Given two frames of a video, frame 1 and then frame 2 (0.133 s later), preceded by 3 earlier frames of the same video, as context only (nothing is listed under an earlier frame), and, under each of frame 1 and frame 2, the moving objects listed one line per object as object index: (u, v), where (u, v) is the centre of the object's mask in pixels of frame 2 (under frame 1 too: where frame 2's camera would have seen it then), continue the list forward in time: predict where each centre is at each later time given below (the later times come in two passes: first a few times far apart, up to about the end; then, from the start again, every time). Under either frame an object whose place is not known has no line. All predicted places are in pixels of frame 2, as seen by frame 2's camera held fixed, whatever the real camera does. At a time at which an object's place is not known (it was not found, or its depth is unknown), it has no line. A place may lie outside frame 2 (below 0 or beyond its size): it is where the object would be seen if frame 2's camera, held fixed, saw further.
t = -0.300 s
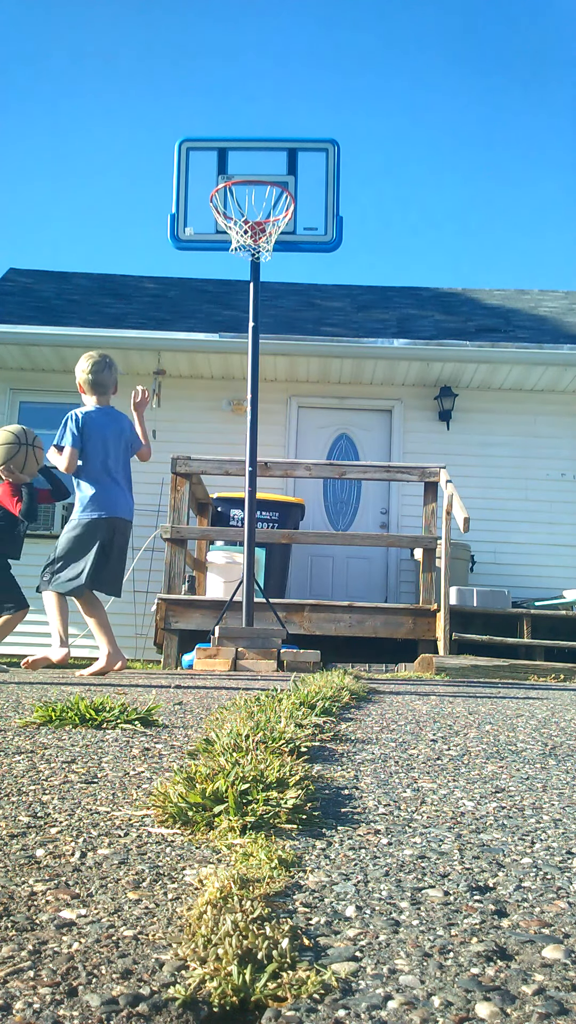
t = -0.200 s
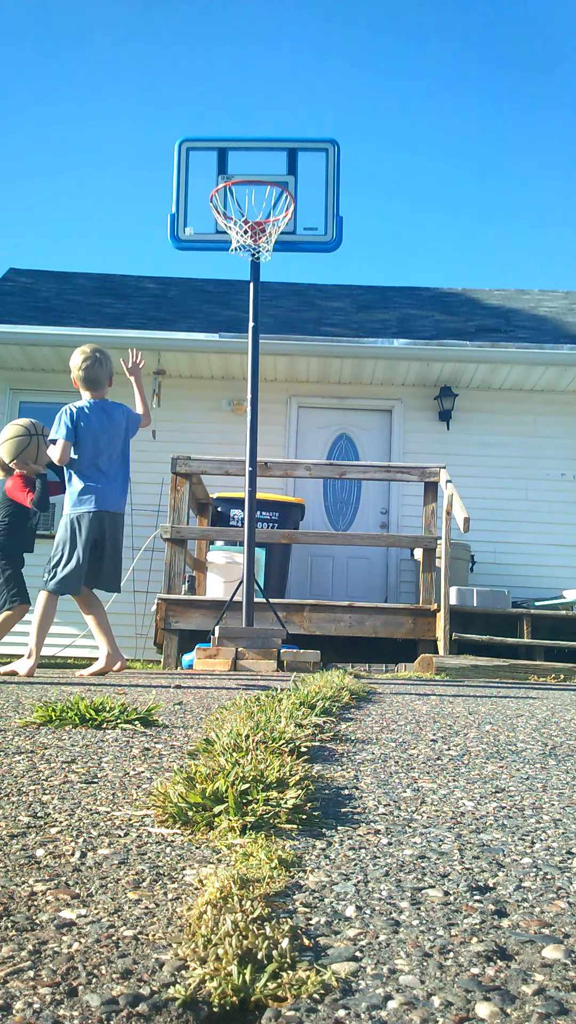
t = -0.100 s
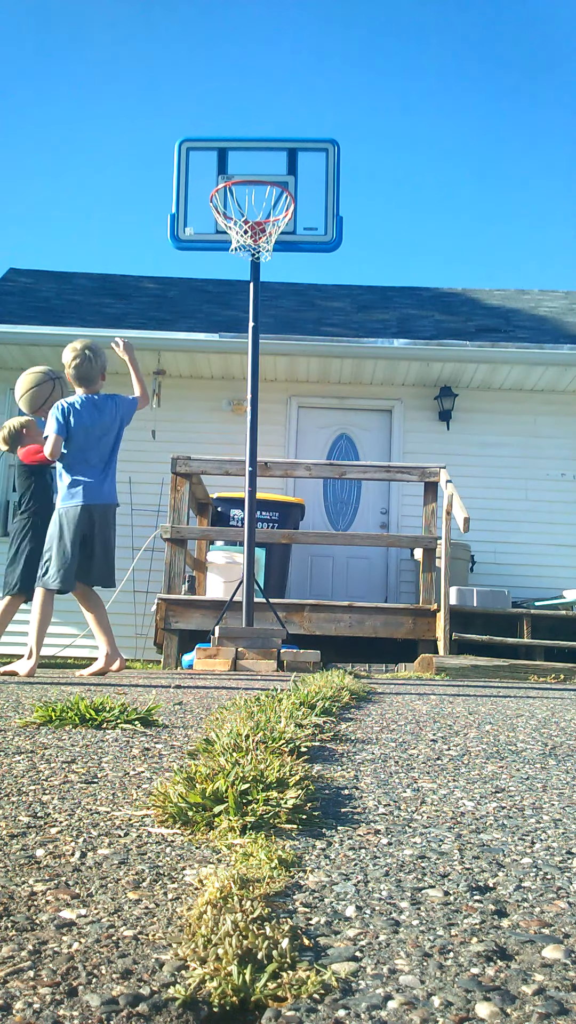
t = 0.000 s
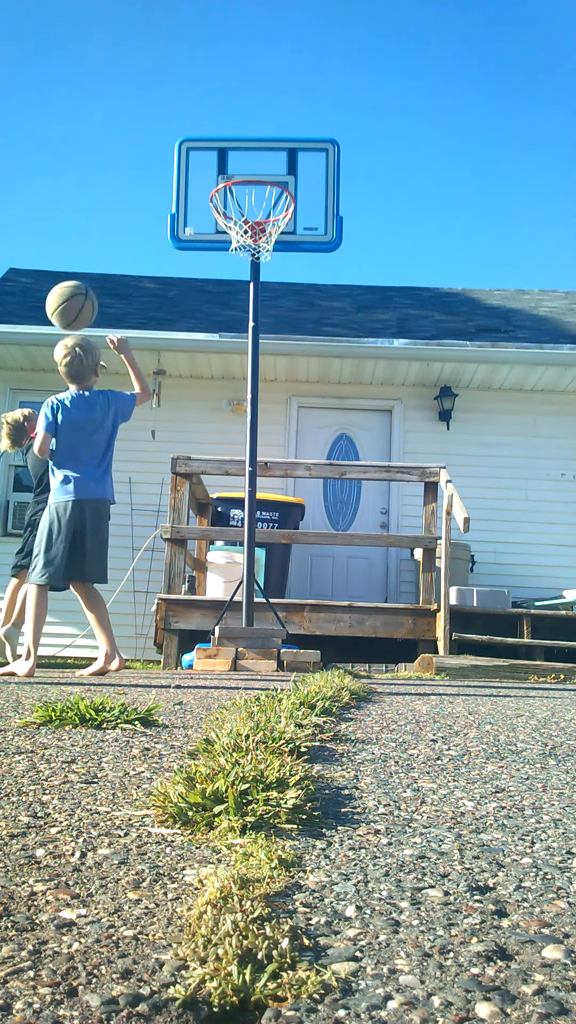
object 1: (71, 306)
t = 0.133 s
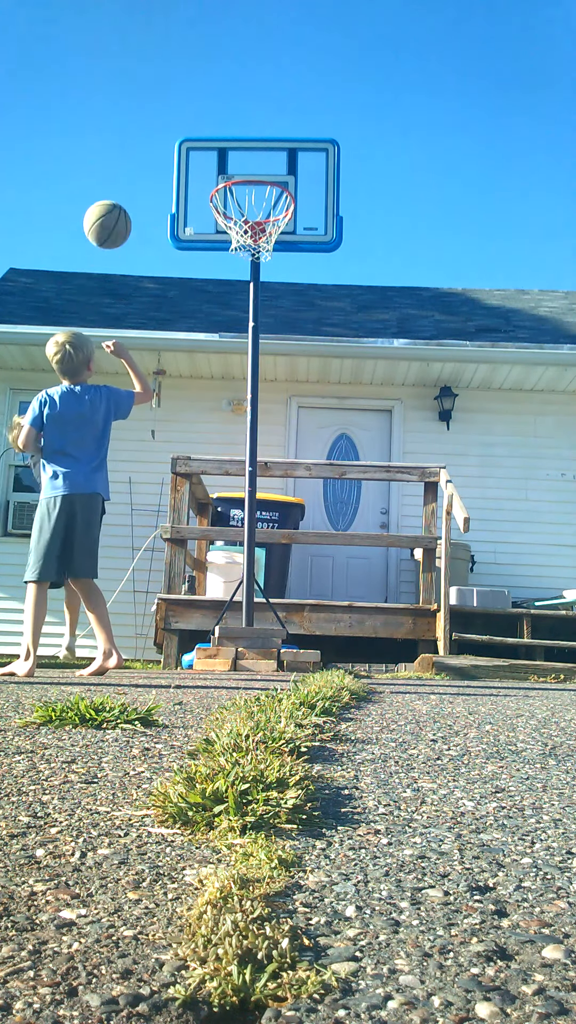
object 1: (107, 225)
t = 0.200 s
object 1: (122, 199)
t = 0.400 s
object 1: (161, 171)
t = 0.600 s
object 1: (190, 207)
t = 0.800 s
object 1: (202, 299)
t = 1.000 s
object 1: (209, 446)
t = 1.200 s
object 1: (199, 623)
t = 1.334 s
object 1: (154, 545)
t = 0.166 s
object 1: (115, 211)
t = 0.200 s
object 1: (122, 199)
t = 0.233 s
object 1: (130, 189)
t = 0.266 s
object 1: (136, 182)
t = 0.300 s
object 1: (143, 176)
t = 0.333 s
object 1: (149, 173)
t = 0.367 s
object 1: (155, 171)
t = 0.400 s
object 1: (161, 171)
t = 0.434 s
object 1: (166, 173)
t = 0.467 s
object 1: (171, 176)
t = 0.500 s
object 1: (176, 181)
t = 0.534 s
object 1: (181, 188)
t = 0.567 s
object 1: (185, 197)
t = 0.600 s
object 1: (190, 207)
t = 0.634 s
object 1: (192, 219)
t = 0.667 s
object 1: (195, 231)
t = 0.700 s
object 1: (197, 246)
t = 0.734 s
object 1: (198, 262)
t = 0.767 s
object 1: (200, 280)
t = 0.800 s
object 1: (202, 299)
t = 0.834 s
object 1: (203, 319)
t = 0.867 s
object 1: (205, 342)
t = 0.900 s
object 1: (206, 365)
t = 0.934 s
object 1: (207, 391)
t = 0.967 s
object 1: (208, 418)
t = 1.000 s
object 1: (209, 446)
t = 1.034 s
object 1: (210, 477)
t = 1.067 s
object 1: (211, 508)
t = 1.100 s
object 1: (211, 542)
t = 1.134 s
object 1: (212, 577)
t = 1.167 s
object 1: (209, 610)
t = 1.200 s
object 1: (199, 623)
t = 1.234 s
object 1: (188, 602)
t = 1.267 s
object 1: (177, 581)
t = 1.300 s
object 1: (166, 563)
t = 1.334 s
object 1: (154, 545)
